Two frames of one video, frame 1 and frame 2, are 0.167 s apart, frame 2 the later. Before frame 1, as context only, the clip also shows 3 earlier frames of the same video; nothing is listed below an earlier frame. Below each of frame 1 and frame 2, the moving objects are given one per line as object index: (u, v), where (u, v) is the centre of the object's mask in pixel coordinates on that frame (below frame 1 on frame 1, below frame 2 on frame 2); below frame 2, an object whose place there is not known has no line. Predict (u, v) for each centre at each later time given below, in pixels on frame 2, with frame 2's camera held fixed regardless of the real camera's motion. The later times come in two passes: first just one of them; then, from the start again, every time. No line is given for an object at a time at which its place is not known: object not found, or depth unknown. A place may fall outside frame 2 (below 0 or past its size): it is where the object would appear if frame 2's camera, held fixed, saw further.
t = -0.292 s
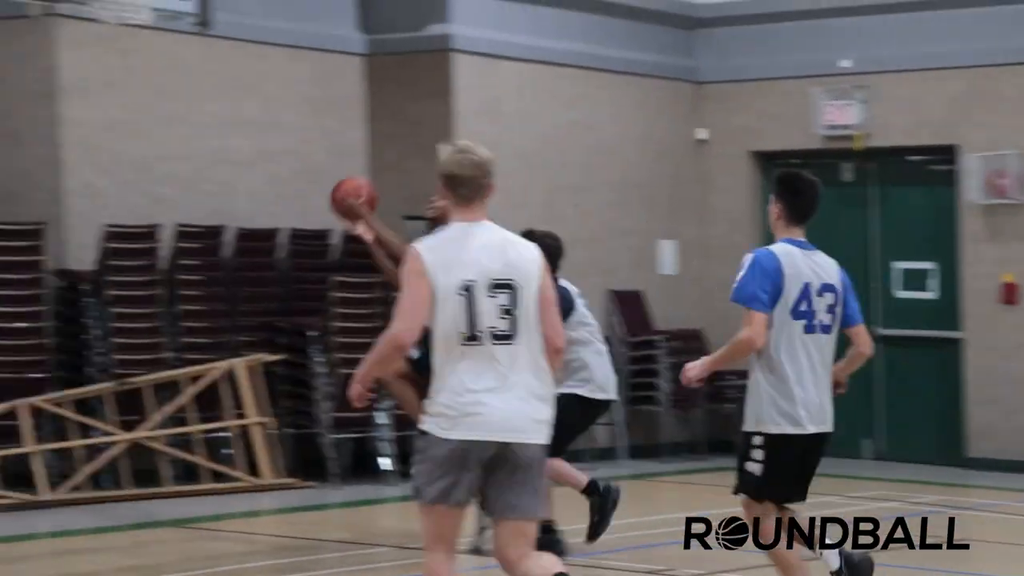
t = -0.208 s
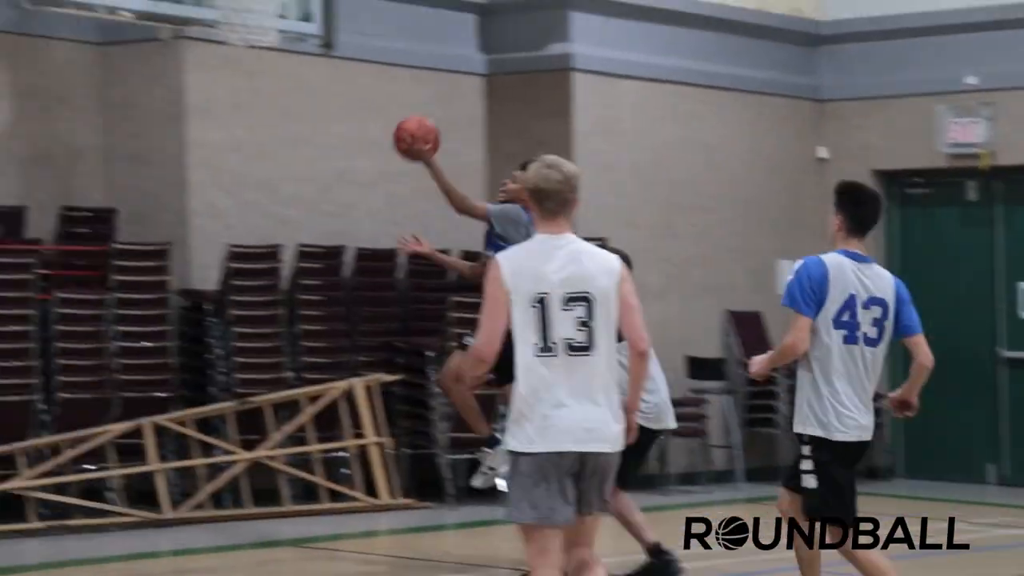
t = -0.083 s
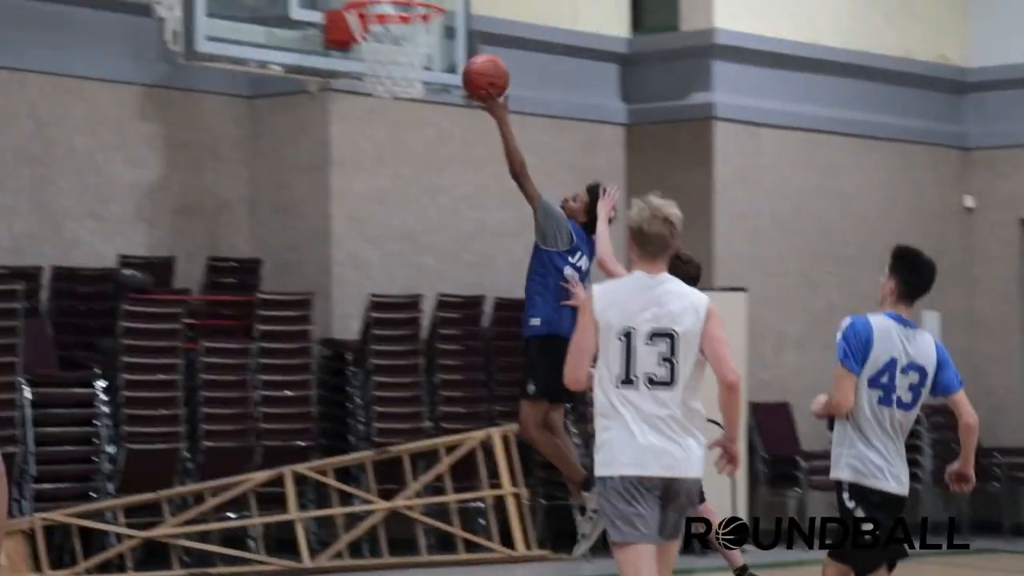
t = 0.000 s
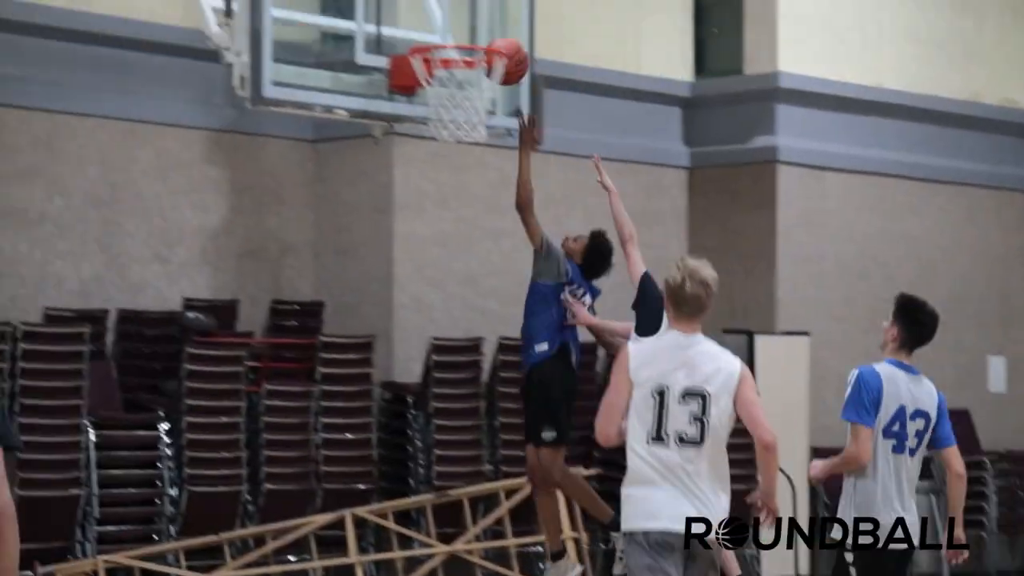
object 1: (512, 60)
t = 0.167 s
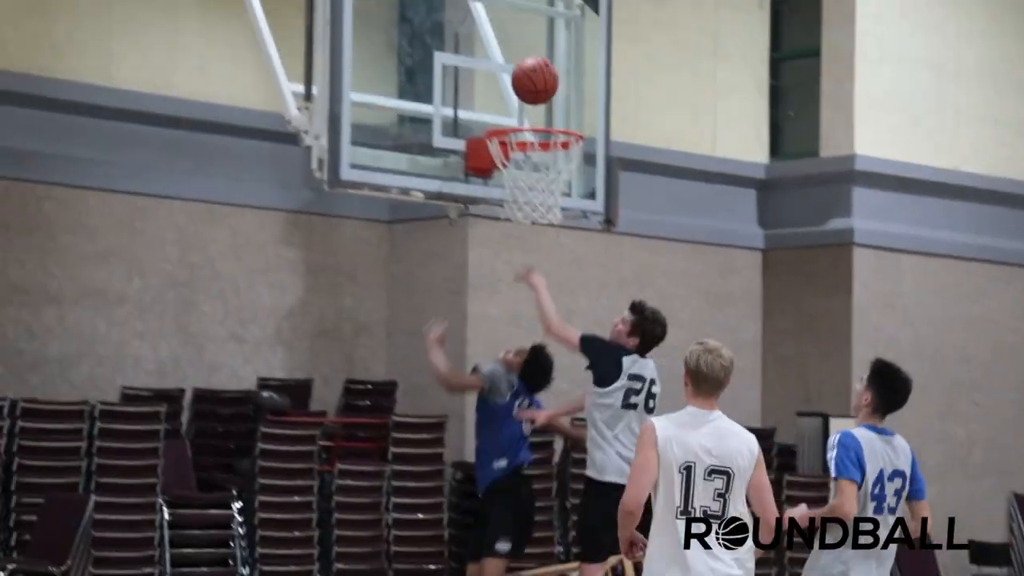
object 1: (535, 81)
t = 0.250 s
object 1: (532, 76)
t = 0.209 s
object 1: (534, 76)
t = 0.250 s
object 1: (532, 76)
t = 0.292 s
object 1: (530, 79)
